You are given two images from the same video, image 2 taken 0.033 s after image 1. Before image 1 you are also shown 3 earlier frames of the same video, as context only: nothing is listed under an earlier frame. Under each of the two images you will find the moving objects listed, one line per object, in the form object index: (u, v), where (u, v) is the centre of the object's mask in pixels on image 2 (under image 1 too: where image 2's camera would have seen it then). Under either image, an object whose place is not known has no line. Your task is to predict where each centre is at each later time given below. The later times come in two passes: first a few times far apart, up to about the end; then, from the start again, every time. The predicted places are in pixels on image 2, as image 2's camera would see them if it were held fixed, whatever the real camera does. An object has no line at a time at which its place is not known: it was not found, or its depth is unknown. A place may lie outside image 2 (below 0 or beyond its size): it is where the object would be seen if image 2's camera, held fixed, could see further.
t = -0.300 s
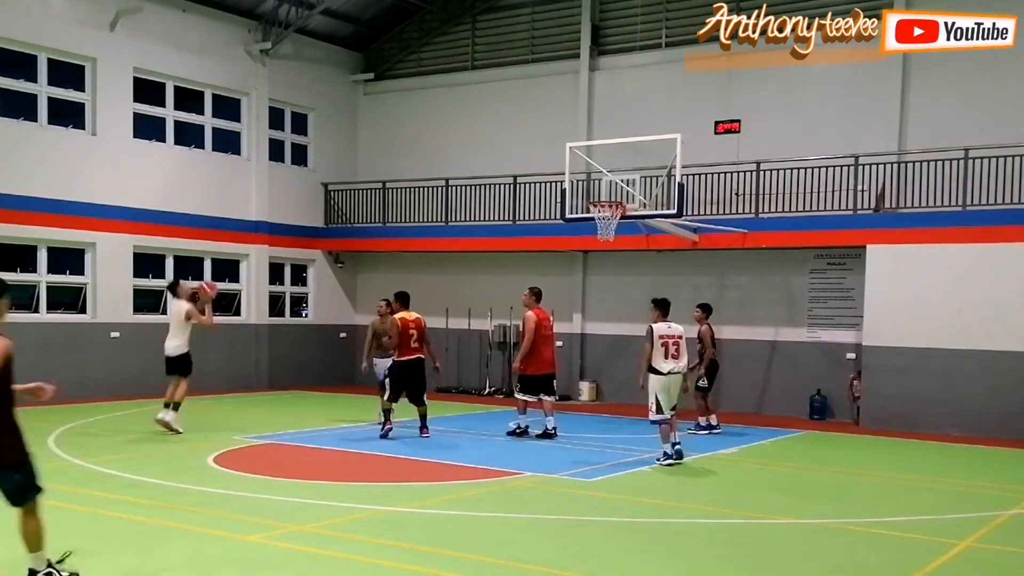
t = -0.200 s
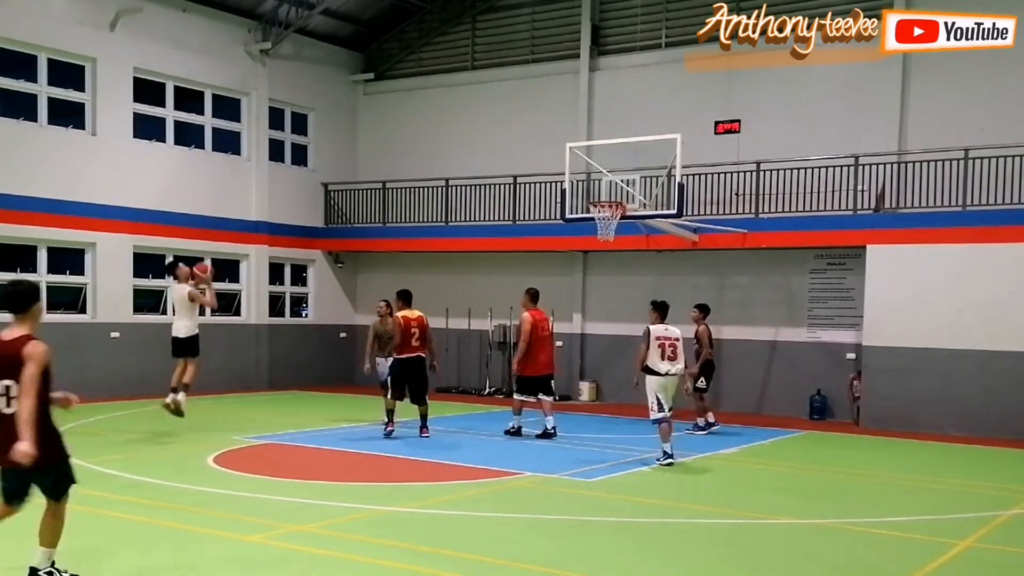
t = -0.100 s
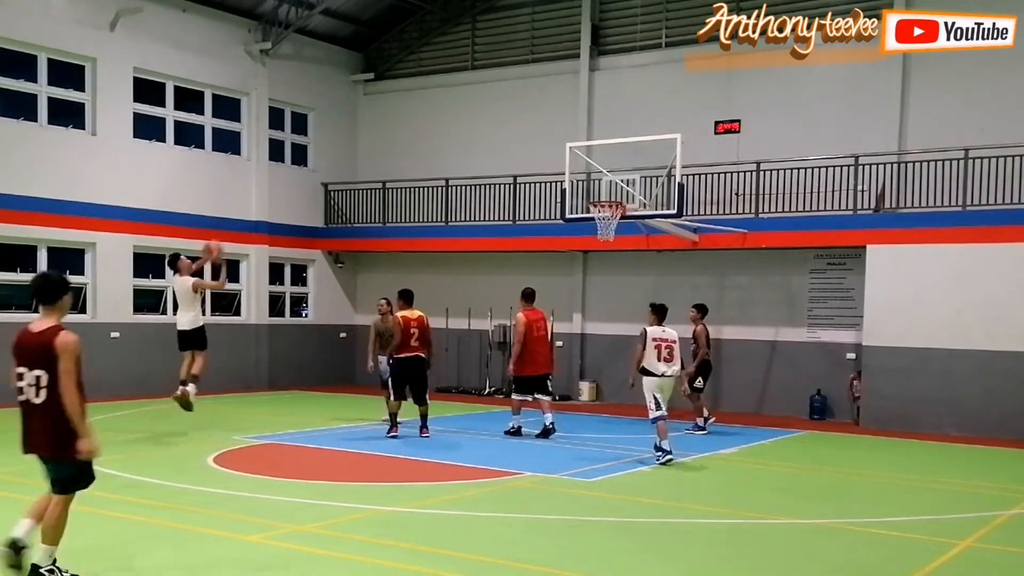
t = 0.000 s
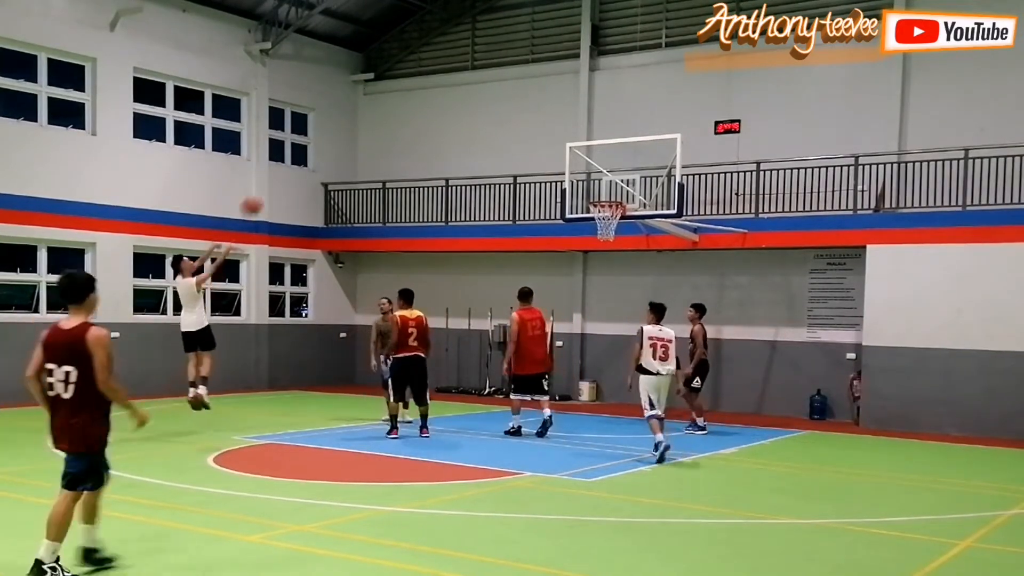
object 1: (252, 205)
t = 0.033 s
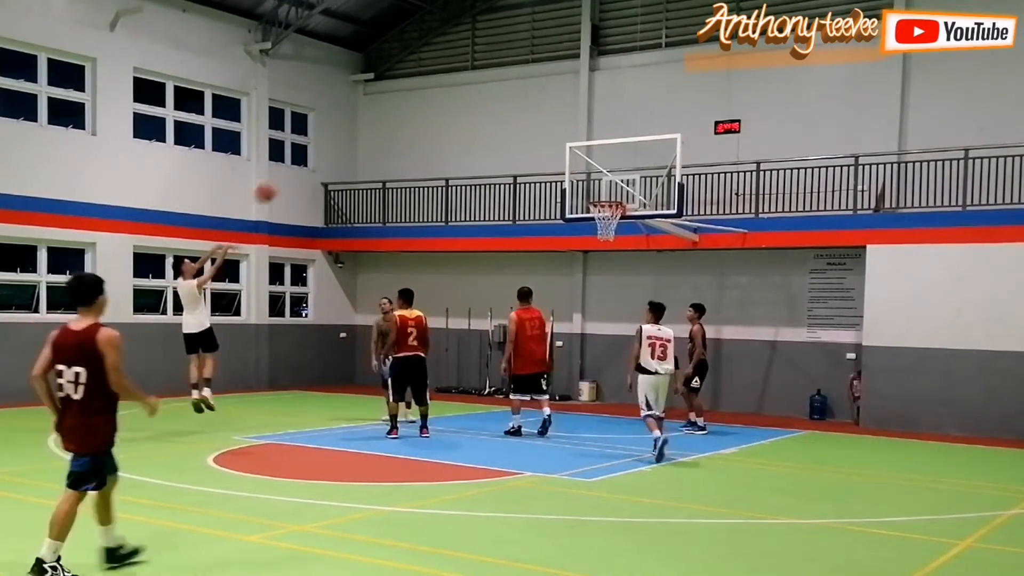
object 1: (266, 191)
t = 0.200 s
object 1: (337, 134)
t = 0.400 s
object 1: (413, 100)
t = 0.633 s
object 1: (496, 104)
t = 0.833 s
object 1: (565, 141)
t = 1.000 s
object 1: (615, 195)
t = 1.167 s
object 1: (566, 181)
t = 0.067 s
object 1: (278, 179)
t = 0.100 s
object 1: (296, 163)
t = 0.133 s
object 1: (308, 153)
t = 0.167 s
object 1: (322, 142)
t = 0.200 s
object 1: (337, 134)
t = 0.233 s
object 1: (348, 126)
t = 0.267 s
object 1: (362, 114)
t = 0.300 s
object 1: (374, 111)
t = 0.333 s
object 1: (387, 107)
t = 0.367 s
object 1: (399, 103)
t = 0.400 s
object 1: (413, 100)
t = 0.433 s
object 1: (425, 97)
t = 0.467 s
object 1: (436, 96)
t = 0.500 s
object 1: (449, 96)
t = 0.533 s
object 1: (460, 97)
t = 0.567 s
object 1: (473, 98)
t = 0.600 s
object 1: (485, 100)
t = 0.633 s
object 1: (496, 104)
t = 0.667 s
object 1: (508, 108)
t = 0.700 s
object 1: (519, 113)
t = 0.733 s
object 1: (530, 119)
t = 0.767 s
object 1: (542, 125)
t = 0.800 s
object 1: (553, 133)
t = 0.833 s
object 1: (565, 141)
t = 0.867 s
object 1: (573, 151)
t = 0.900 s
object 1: (583, 161)
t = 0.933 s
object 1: (596, 173)
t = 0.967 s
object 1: (604, 184)
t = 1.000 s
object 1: (615, 195)
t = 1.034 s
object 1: (609, 194)
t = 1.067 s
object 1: (598, 191)
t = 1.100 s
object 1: (589, 186)
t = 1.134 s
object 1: (579, 184)
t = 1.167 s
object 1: (566, 181)
